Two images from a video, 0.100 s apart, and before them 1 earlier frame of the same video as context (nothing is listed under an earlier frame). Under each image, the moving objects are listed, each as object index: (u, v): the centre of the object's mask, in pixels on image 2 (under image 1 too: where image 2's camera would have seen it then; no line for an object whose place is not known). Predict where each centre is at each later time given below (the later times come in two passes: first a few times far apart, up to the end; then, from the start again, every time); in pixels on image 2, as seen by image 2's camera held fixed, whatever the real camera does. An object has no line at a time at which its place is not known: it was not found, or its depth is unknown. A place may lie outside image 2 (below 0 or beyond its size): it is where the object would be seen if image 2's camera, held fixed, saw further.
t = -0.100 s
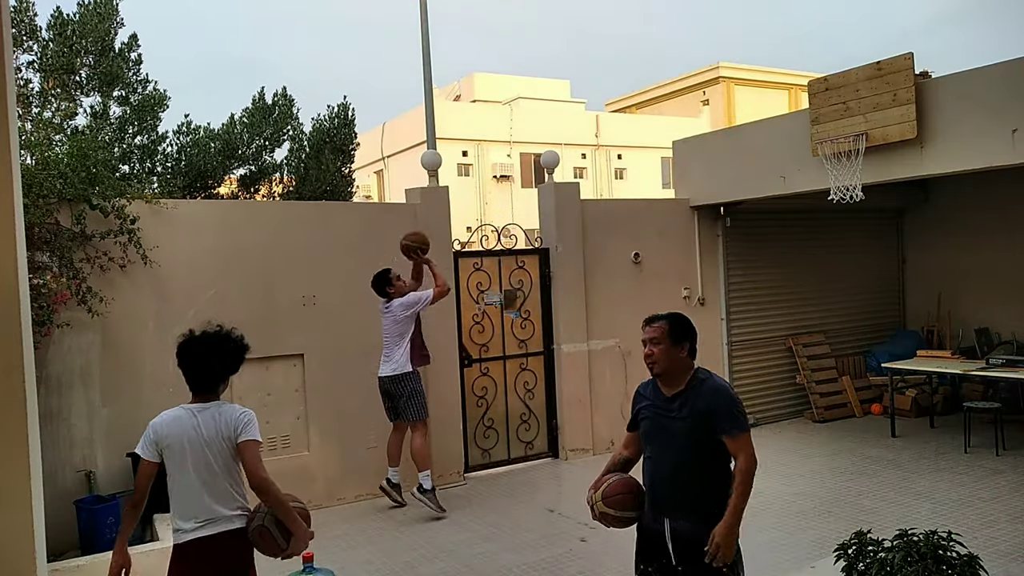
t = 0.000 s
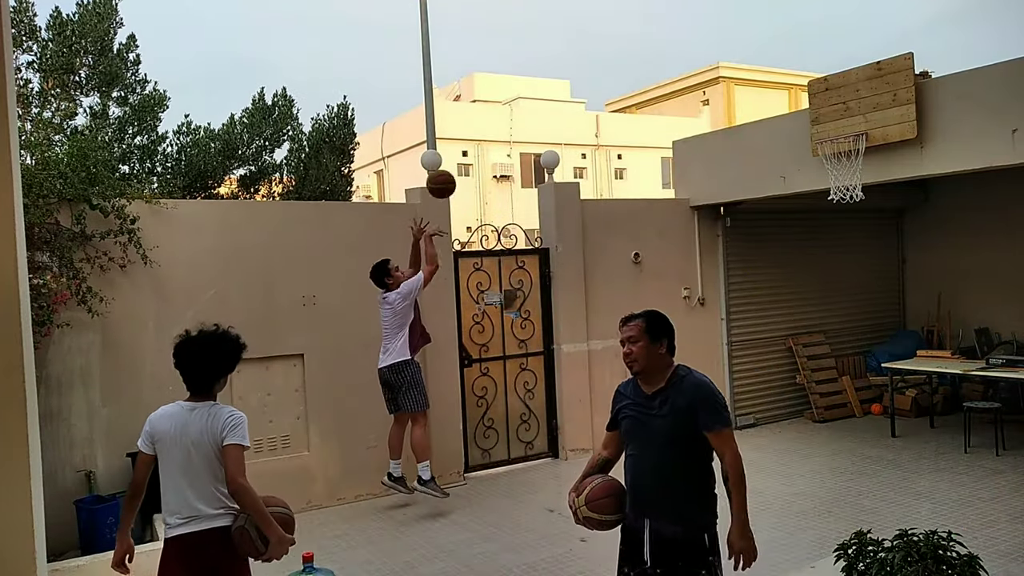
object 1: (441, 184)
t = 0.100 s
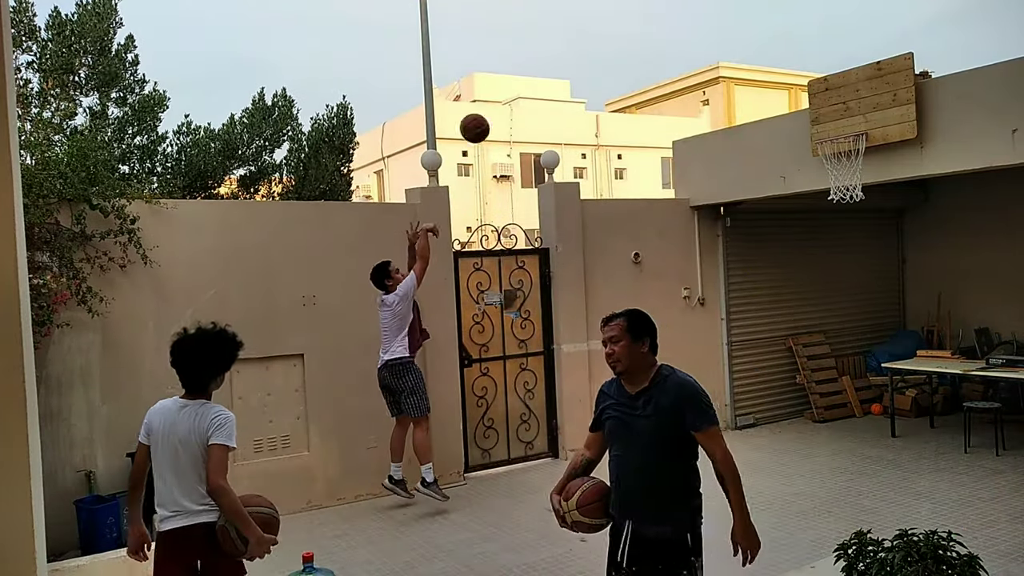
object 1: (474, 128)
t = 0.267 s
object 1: (532, 61)
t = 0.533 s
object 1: (627, 21)
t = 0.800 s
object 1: (724, 68)
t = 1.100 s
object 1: (833, 222)
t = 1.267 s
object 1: (895, 359)
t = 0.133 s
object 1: (486, 112)
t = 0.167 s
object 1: (497, 97)
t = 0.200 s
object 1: (509, 84)
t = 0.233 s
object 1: (520, 72)
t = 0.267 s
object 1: (532, 61)
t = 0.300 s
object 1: (544, 51)
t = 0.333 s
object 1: (555, 43)
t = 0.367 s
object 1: (567, 36)
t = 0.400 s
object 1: (579, 30)
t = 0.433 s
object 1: (591, 26)
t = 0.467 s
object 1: (603, 23)
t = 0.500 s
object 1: (615, 21)
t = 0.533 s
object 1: (627, 21)
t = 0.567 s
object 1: (639, 22)
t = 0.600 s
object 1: (651, 25)
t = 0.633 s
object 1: (663, 29)
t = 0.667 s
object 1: (675, 34)
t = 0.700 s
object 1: (688, 40)
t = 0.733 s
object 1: (700, 48)
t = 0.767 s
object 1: (712, 57)
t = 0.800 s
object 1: (724, 68)
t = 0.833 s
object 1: (737, 80)
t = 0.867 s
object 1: (749, 94)
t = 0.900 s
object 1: (761, 108)
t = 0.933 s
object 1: (774, 124)
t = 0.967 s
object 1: (786, 142)
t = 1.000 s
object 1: (798, 160)
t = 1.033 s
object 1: (810, 180)
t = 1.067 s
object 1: (821, 200)
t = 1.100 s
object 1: (833, 222)
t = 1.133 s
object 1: (846, 248)
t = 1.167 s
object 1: (858, 273)
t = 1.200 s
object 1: (870, 301)
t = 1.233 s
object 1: (882, 329)
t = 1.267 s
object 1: (895, 359)
